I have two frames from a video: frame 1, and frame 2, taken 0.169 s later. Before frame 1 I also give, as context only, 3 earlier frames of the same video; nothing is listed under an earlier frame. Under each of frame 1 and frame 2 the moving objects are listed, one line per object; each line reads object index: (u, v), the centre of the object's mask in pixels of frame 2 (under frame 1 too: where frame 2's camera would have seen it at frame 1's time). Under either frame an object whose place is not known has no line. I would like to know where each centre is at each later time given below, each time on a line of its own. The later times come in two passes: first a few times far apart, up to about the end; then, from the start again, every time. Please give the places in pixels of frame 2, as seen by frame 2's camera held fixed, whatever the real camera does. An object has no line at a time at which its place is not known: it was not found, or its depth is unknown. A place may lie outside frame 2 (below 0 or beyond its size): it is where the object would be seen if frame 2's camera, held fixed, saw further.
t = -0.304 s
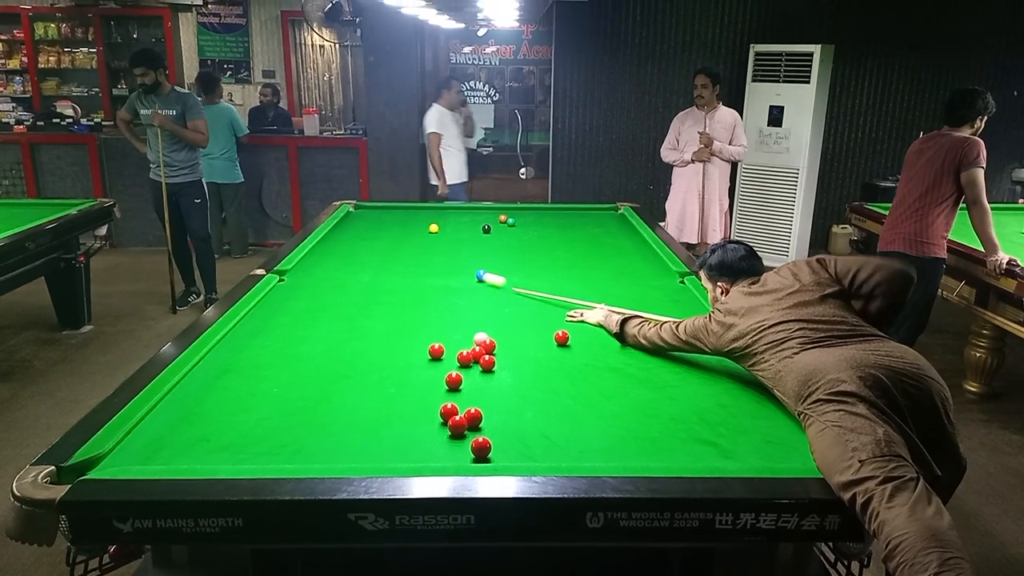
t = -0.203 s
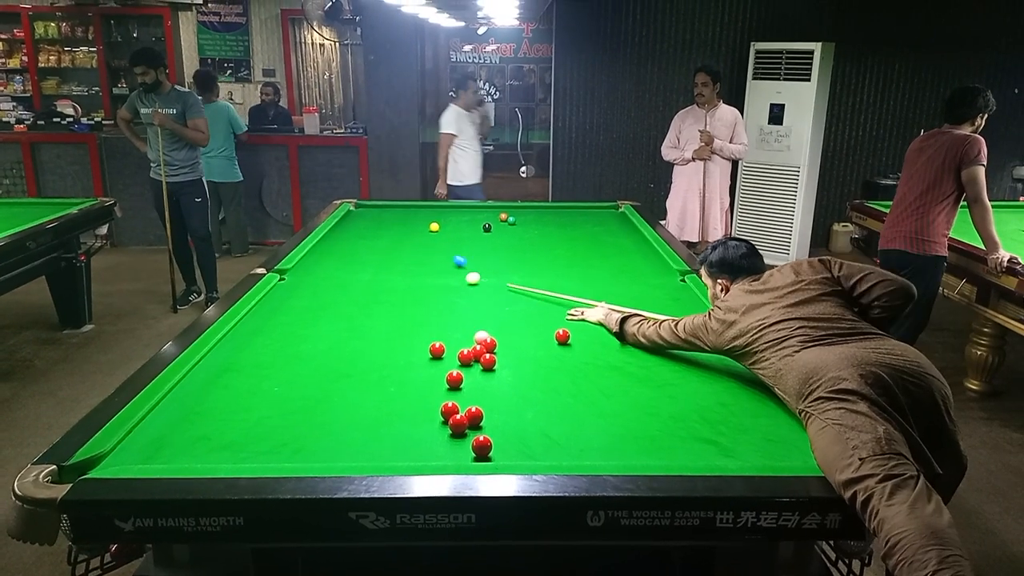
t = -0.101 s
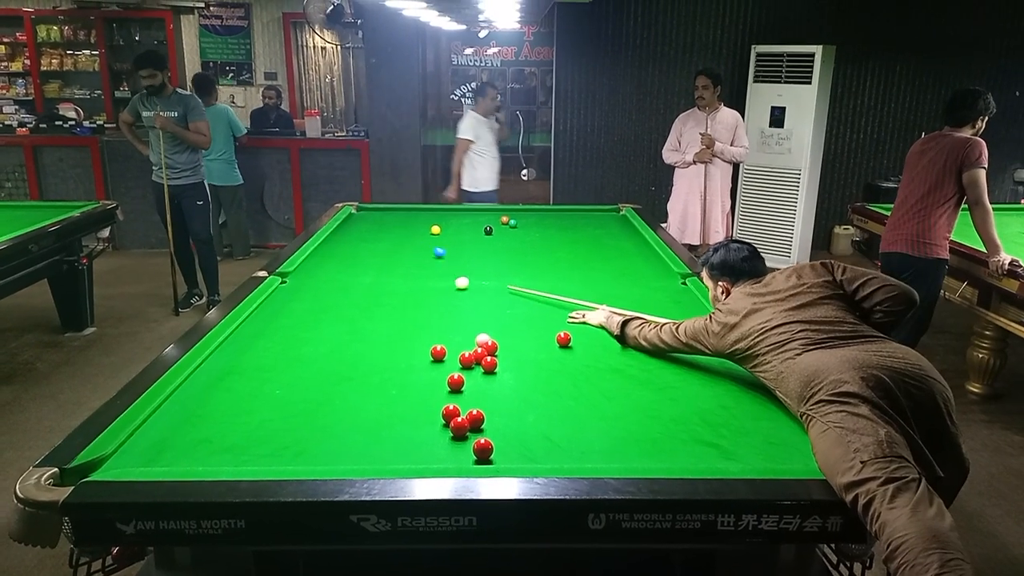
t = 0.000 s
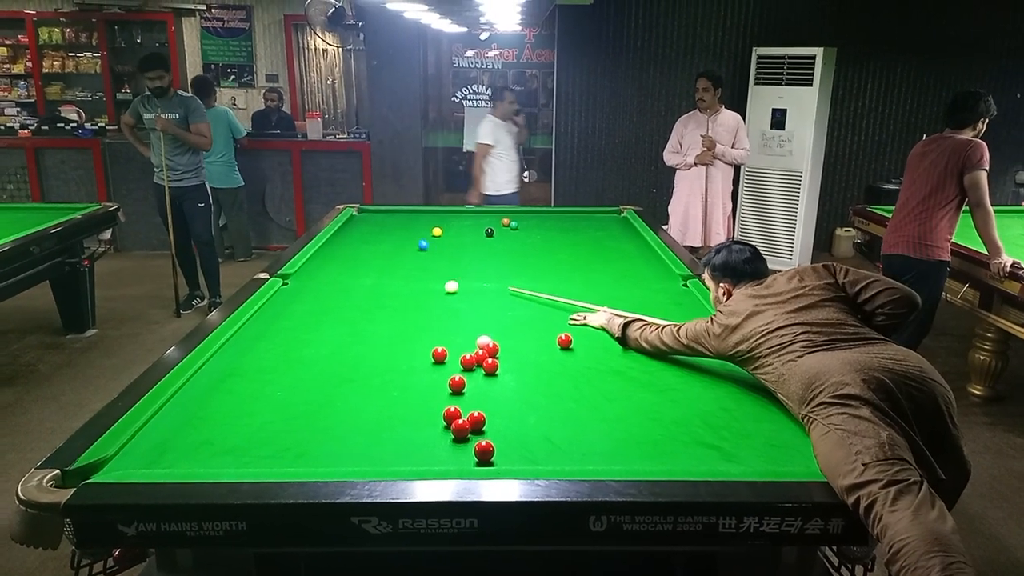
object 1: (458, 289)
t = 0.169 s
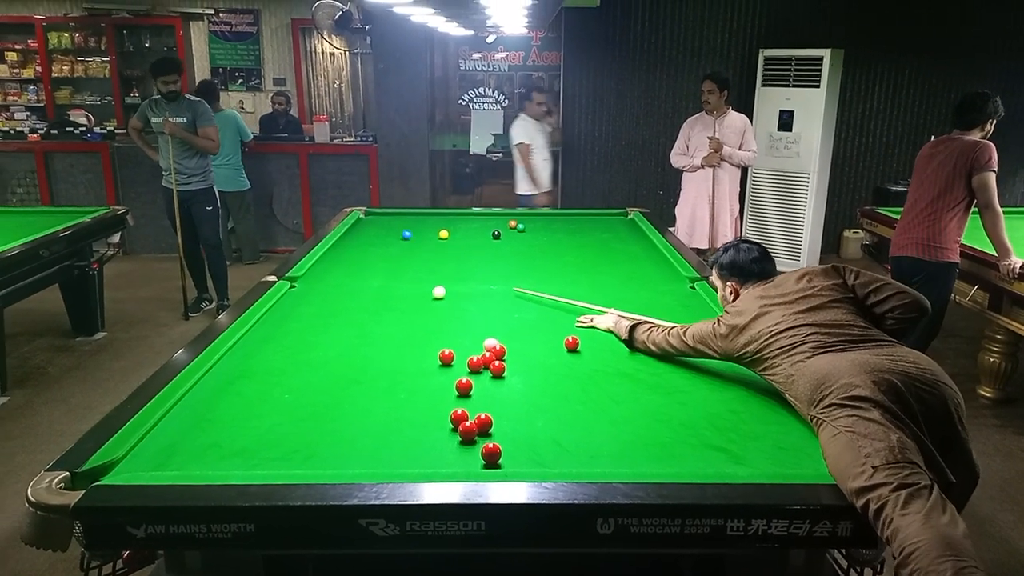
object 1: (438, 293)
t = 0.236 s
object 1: (431, 294)
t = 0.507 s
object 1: (400, 298)
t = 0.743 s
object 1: (374, 303)
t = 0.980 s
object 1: (349, 307)
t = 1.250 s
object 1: (320, 312)
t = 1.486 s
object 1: (297, 316)
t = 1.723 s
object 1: (274, 320)
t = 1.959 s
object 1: (266, 323)
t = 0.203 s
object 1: (435, 293)
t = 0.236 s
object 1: (431, 294)
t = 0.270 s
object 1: (427, 294)
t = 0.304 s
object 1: (423, 295)
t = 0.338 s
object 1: (419, 295)
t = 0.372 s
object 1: (415, 296)
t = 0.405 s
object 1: (412, 297)
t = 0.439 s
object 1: (408, 297)
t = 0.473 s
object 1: (404, 298)
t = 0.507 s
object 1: (400, 298)
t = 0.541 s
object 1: (397, 299)
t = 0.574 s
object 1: (393, 300)
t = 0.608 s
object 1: (389, 300)
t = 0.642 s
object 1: (385, 301)
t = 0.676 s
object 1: (382, 302)
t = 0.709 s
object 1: (378, 302)
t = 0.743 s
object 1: (374, 303)
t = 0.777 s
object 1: (371, 303)
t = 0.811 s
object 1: (367, 304)
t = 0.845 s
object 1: (363, 305)
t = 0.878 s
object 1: (360, 305)
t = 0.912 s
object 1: (356, 306)
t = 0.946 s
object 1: (352, 306)
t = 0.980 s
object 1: (349, 307)
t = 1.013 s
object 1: (345, 308)
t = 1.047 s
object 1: (341, 308)
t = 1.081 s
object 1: (338, 309)
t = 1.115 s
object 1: (334, 310)
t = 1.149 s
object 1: (331, 310)
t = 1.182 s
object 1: (327, 311)
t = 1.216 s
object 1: (324, 311)
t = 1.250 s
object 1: (320, 312)
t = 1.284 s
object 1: (317, 312)
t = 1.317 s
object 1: (313, 313)
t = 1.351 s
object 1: (310, 314)
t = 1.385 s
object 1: (307, 314)
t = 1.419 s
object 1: (303, 315)
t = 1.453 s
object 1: (300, 315)
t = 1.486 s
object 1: (297, 316)
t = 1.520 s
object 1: (293, 316)
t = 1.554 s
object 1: (290, 317)
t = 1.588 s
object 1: (287, 317)
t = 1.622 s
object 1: (284, 318)
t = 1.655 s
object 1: (280, 319)
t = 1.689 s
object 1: (277, 319)
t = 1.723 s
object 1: (274, 320)
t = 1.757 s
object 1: (271, 320)
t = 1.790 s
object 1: (268, 321)
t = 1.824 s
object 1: (265, 321)
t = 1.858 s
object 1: (262, 322)
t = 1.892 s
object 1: (263, 322)
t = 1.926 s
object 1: (265, 323)
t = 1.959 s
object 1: (266, 323)
